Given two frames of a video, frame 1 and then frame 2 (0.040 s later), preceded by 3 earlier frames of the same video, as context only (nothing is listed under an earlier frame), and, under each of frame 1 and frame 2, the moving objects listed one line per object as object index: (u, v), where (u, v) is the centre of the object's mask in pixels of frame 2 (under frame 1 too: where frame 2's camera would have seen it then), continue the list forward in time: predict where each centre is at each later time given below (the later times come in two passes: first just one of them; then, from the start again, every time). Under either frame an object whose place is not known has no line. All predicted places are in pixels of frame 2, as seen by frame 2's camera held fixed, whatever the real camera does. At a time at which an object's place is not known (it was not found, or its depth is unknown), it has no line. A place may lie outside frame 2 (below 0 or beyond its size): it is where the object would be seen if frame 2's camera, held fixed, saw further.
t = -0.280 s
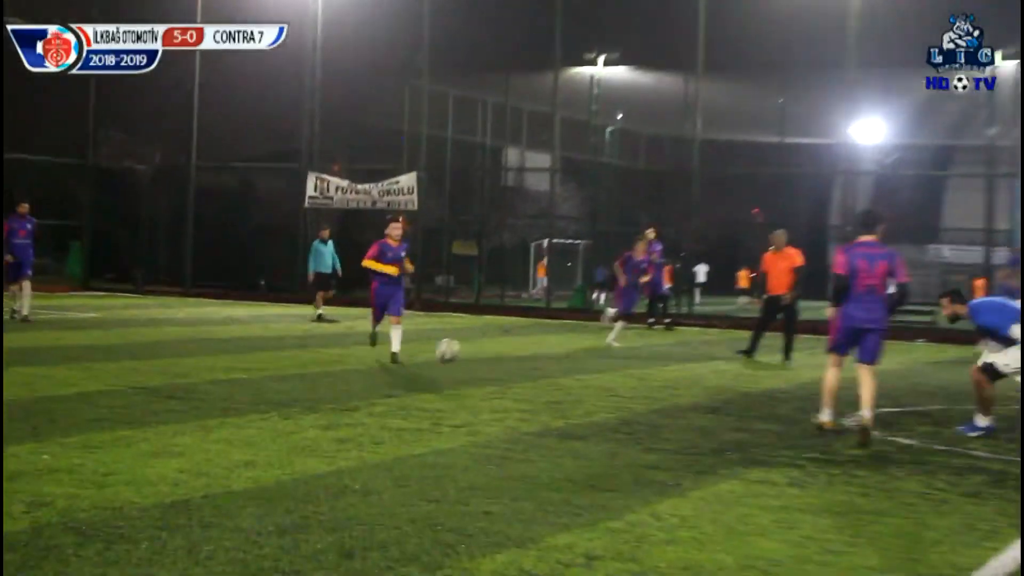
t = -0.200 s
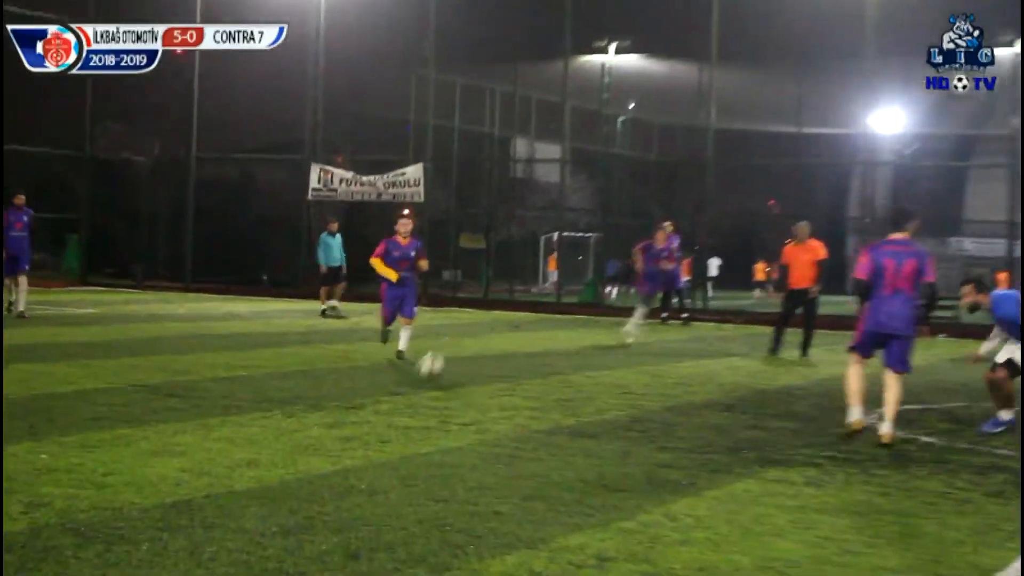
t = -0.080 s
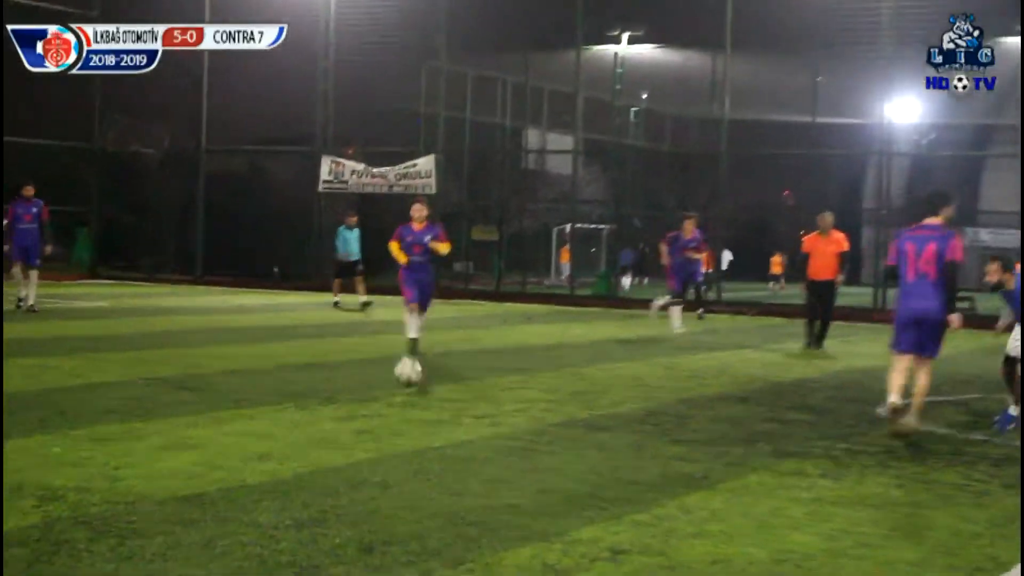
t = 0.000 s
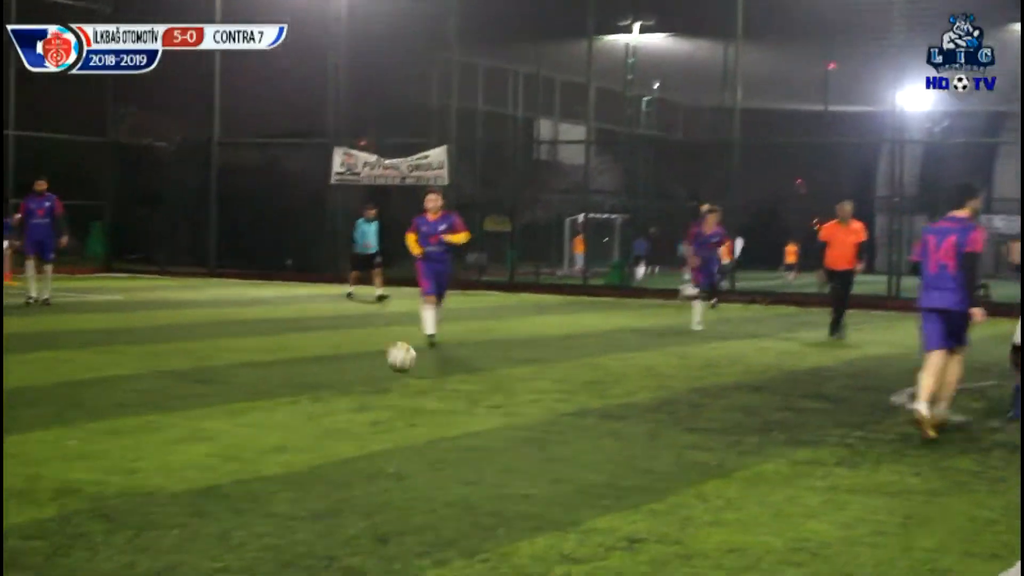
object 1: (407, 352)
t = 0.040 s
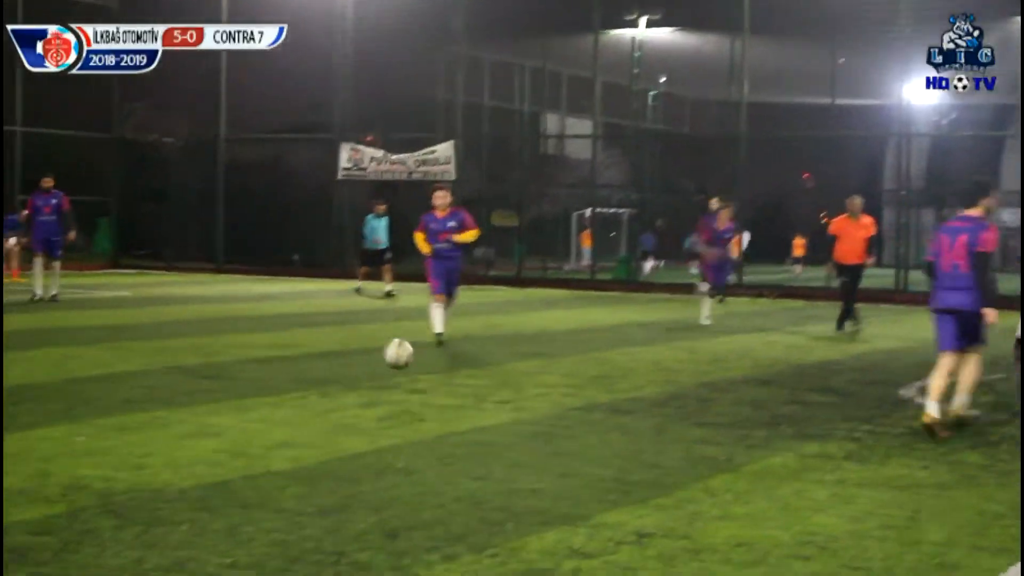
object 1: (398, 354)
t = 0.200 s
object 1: (352, 382)
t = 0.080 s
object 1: (388, 357)
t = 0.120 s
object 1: (377, 363)
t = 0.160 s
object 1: (365, 371)
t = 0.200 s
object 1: (352, 382)
